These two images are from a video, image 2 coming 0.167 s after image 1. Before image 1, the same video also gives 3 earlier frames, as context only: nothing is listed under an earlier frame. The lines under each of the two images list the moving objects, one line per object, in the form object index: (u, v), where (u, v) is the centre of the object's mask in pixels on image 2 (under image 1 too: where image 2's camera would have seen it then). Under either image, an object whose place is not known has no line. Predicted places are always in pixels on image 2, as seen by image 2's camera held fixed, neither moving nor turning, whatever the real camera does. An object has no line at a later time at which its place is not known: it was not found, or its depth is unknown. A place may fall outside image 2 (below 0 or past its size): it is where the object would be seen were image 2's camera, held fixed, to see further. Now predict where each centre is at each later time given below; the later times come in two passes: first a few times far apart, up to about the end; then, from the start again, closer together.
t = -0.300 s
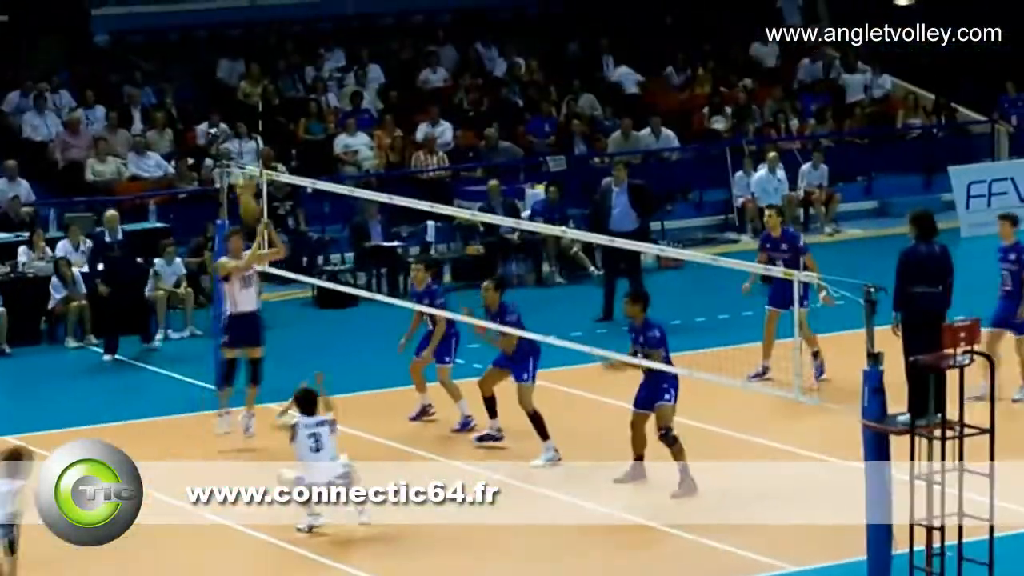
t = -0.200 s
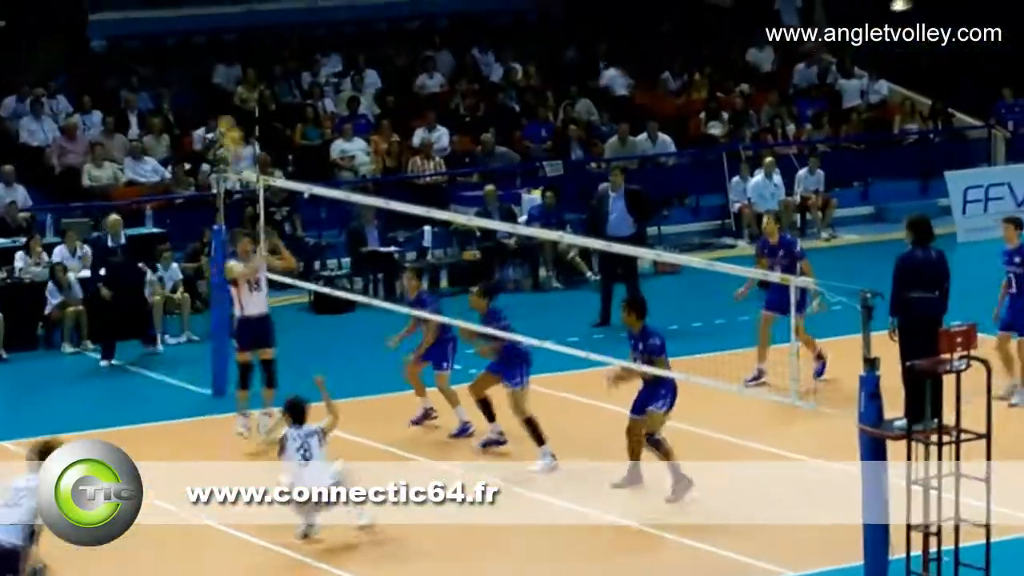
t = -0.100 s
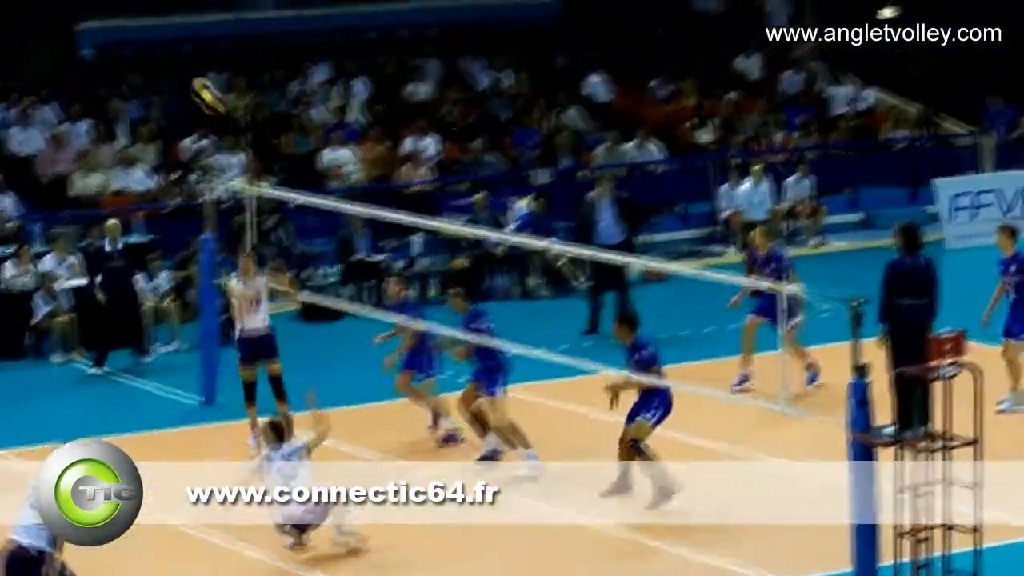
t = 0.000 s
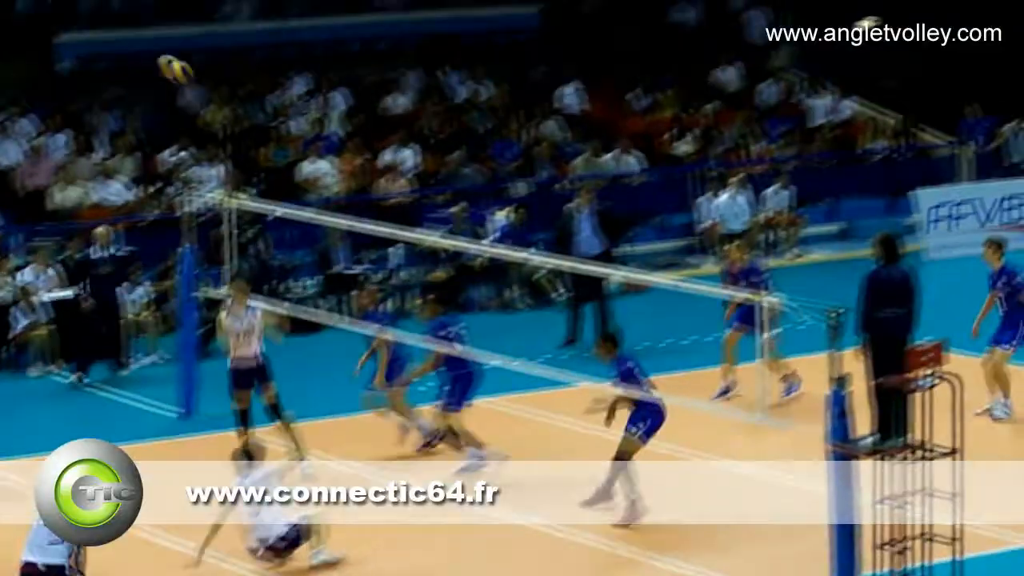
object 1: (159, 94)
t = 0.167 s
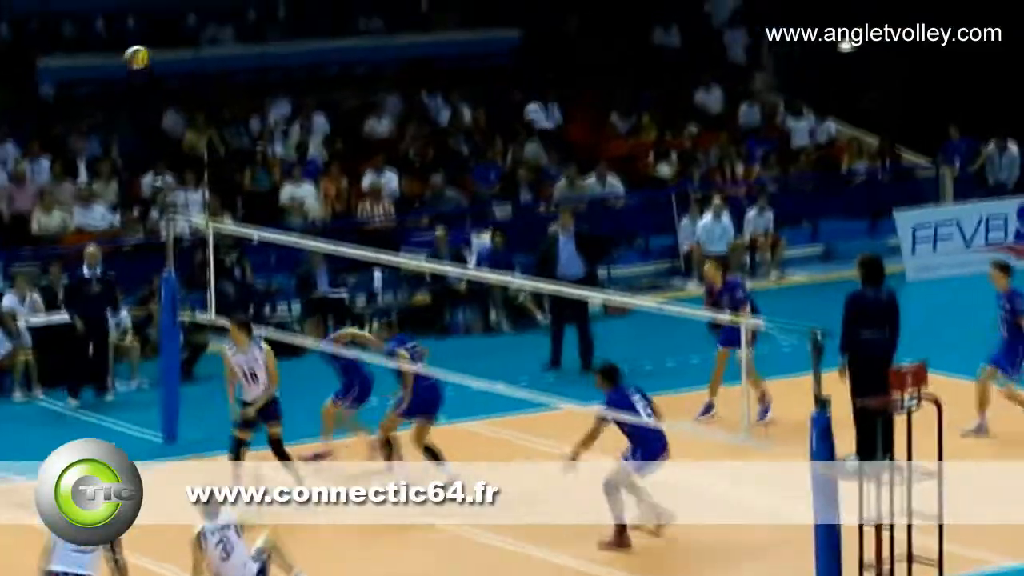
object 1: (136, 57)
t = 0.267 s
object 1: (127, 48)
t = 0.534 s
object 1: (100, 73)
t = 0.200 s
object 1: (134, 53)
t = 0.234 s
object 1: (131, 49)
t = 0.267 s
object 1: (127, 48)
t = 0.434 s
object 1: (108, 55)
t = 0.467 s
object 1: (105, 60)
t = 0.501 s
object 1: (101, 66)
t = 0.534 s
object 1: (100, 73)
